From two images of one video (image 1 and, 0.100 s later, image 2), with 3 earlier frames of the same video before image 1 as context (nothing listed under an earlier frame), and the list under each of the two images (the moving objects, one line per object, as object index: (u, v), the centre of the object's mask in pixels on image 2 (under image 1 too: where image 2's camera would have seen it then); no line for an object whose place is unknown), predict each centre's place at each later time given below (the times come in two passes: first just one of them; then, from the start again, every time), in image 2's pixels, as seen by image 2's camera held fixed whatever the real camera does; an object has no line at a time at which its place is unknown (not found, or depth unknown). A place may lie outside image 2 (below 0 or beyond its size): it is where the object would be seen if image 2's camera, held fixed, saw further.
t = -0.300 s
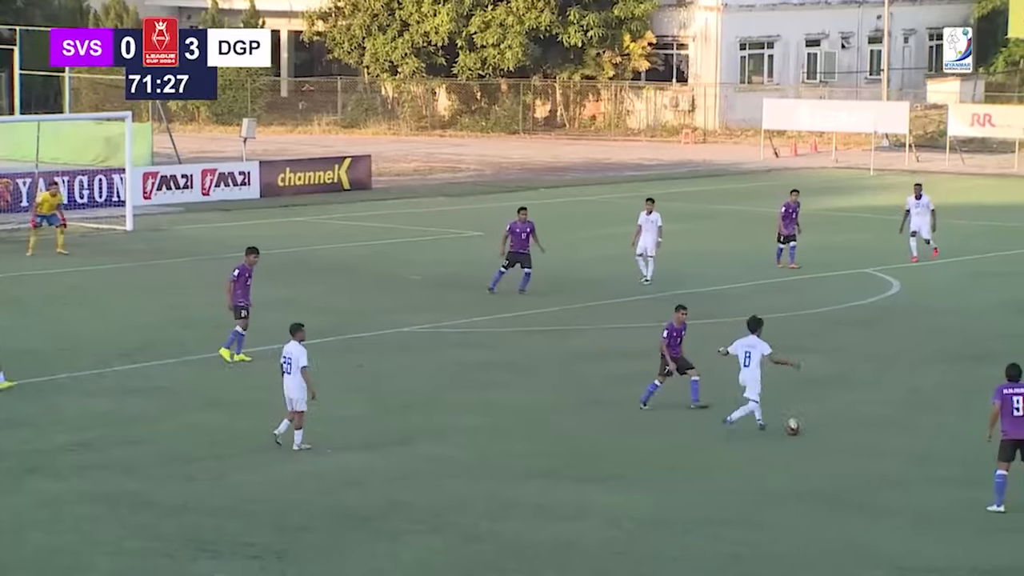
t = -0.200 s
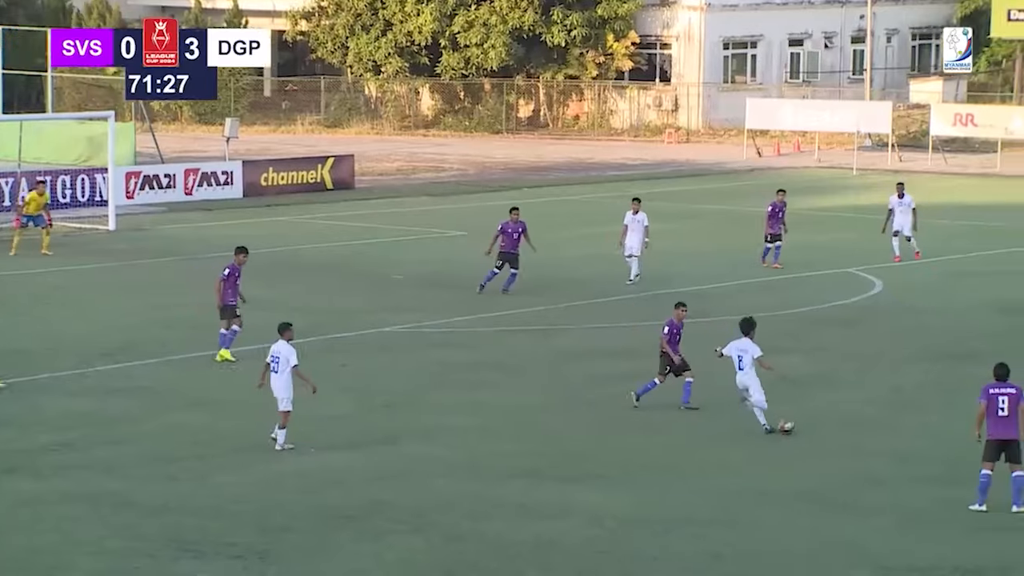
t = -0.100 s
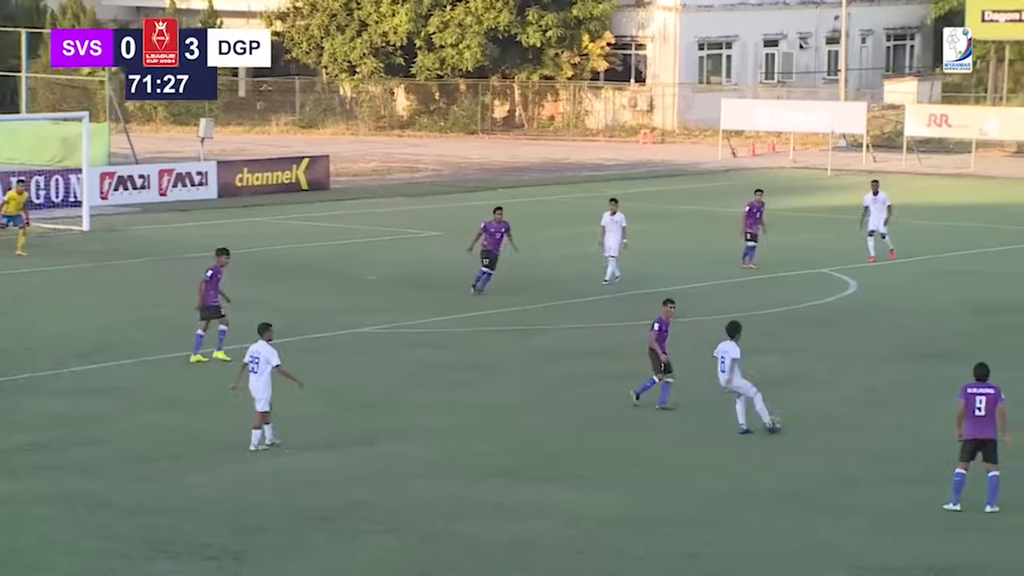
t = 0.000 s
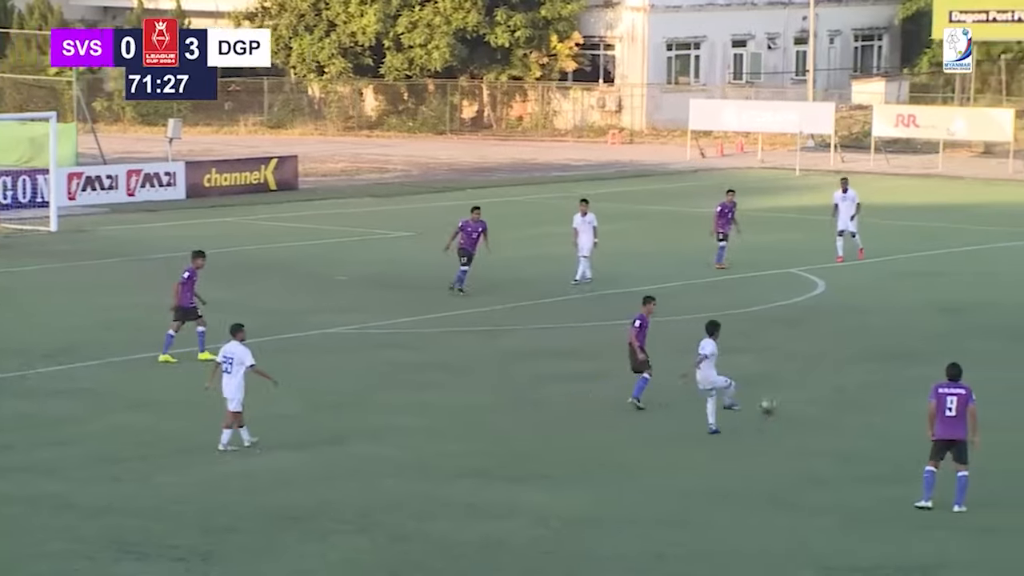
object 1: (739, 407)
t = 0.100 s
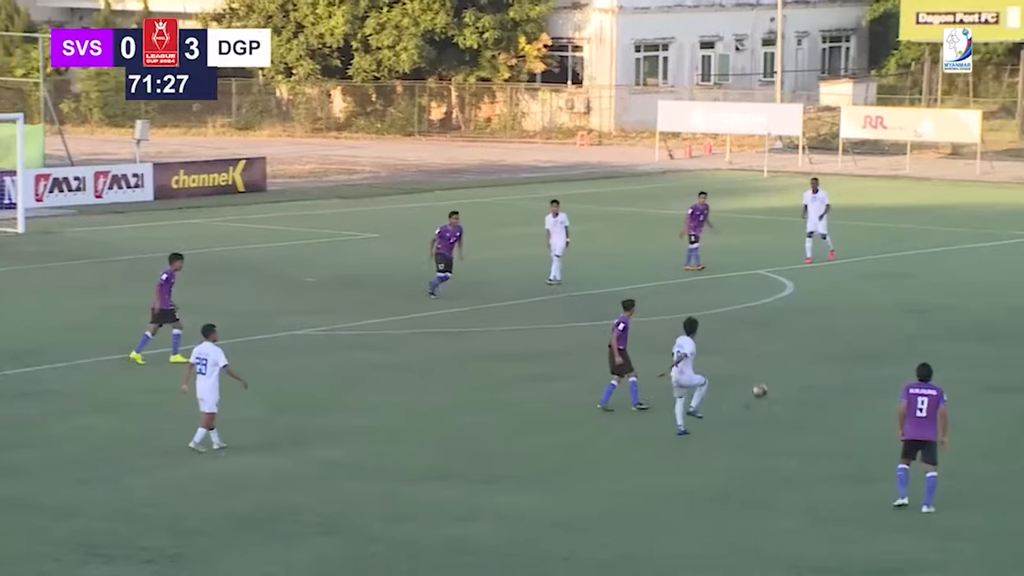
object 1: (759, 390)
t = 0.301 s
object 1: (794, 365)
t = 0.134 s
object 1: (766, 385)
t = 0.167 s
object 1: (772, 381)
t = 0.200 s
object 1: (778, 379)
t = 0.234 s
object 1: (783, 374)
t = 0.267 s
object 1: (789, 368)
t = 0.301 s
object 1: (794, 365)
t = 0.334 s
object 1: (800, 363)
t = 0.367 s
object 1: (805, 359)
